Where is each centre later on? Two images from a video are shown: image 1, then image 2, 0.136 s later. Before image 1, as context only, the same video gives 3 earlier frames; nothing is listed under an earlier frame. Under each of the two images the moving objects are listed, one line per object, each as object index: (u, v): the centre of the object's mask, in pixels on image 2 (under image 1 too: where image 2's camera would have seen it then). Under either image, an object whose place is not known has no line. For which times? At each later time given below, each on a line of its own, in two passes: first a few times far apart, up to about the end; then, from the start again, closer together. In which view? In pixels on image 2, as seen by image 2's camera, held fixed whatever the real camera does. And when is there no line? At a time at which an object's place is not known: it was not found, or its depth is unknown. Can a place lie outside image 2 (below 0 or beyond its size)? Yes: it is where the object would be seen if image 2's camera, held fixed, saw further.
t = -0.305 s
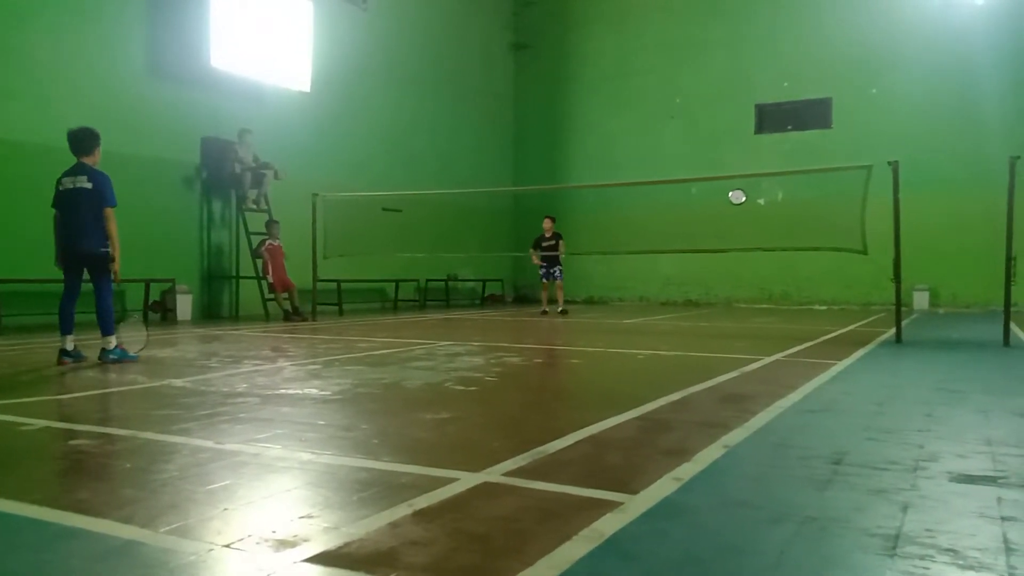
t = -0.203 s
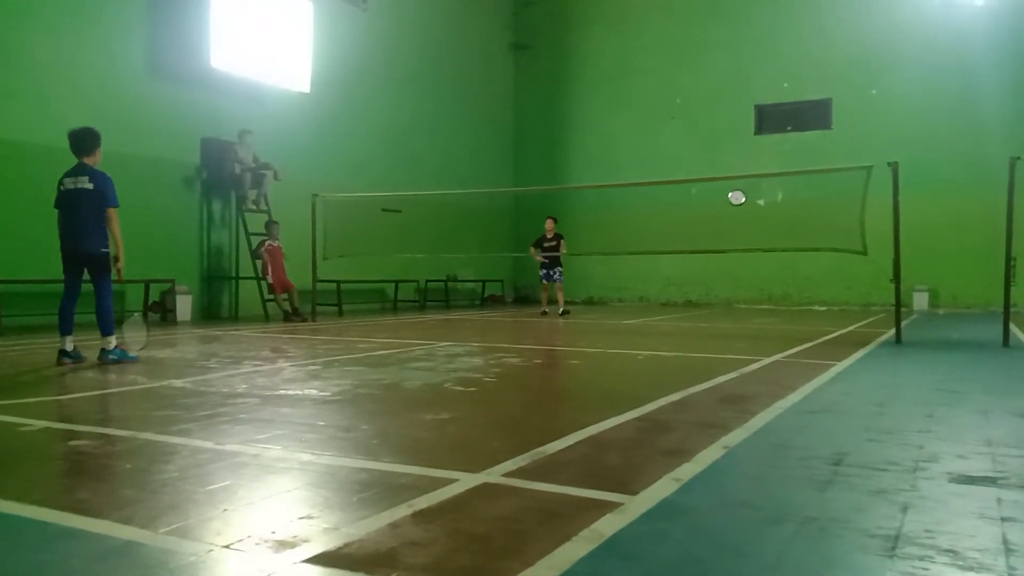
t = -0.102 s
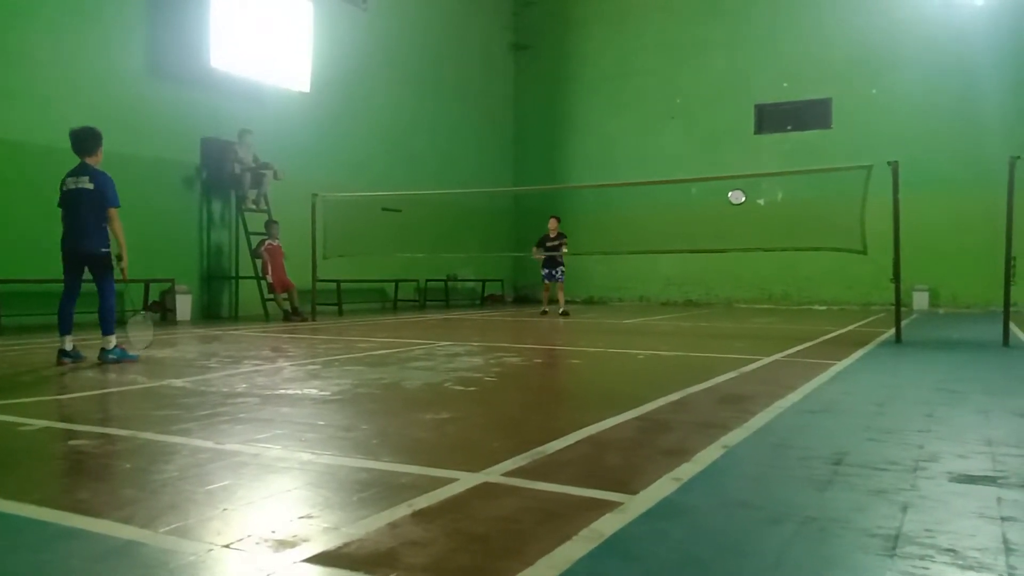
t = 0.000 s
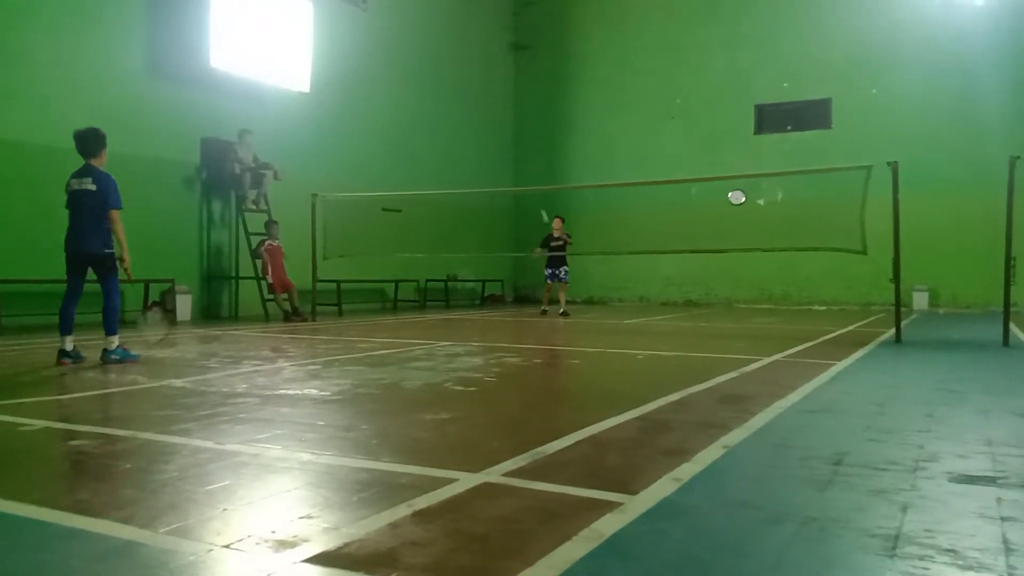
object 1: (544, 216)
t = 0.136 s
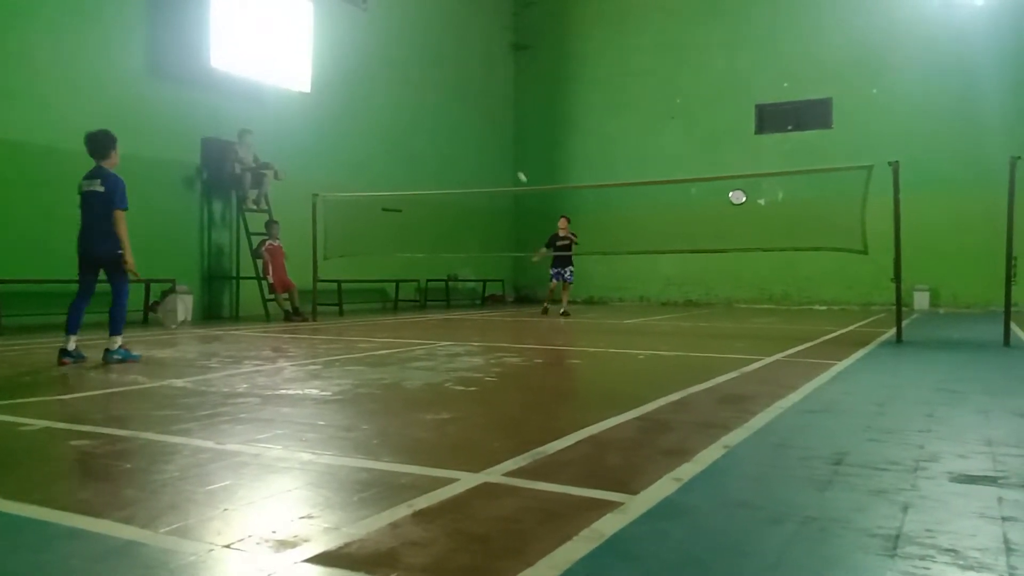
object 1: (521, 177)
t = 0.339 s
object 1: (489, 151)
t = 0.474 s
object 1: (466, 154)
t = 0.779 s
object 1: (412, 232)
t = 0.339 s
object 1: (489, 151)
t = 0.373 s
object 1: (484, 150)
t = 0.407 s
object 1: (477, 150)
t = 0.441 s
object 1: (472, 151)
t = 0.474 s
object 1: (466, 154)
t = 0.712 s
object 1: (424, 206)
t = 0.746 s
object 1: (418, 218)
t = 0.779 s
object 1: (412, 232)
